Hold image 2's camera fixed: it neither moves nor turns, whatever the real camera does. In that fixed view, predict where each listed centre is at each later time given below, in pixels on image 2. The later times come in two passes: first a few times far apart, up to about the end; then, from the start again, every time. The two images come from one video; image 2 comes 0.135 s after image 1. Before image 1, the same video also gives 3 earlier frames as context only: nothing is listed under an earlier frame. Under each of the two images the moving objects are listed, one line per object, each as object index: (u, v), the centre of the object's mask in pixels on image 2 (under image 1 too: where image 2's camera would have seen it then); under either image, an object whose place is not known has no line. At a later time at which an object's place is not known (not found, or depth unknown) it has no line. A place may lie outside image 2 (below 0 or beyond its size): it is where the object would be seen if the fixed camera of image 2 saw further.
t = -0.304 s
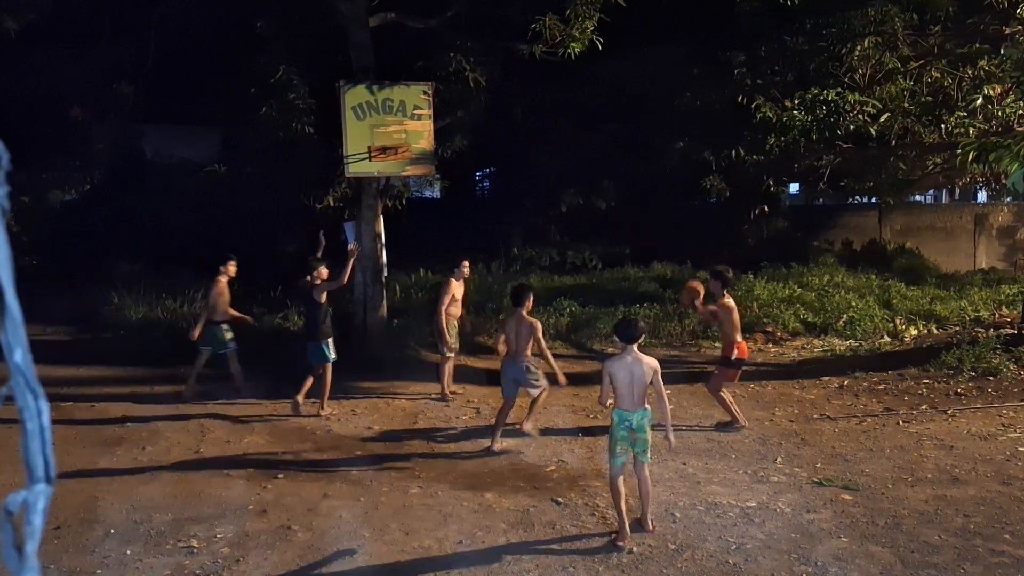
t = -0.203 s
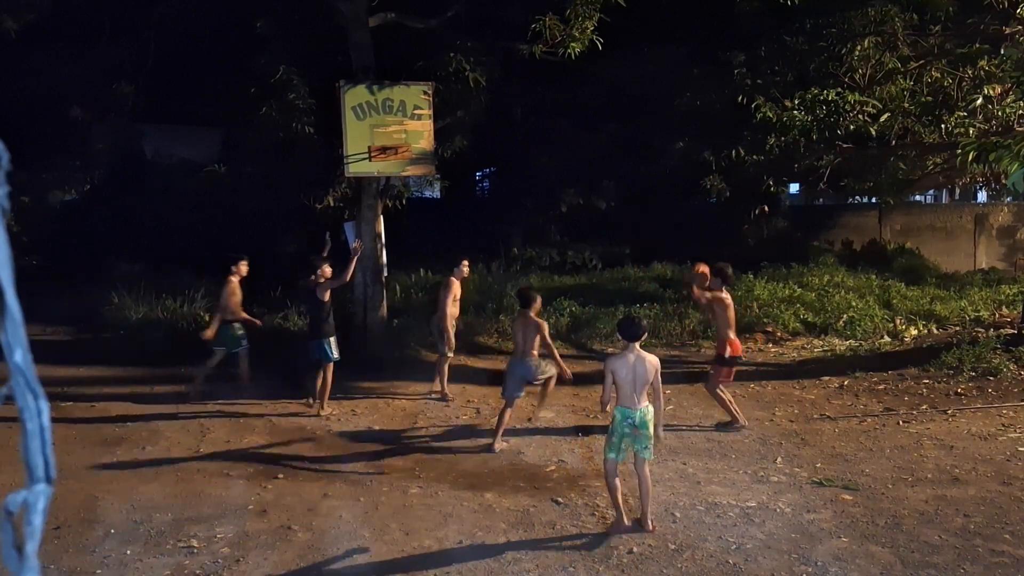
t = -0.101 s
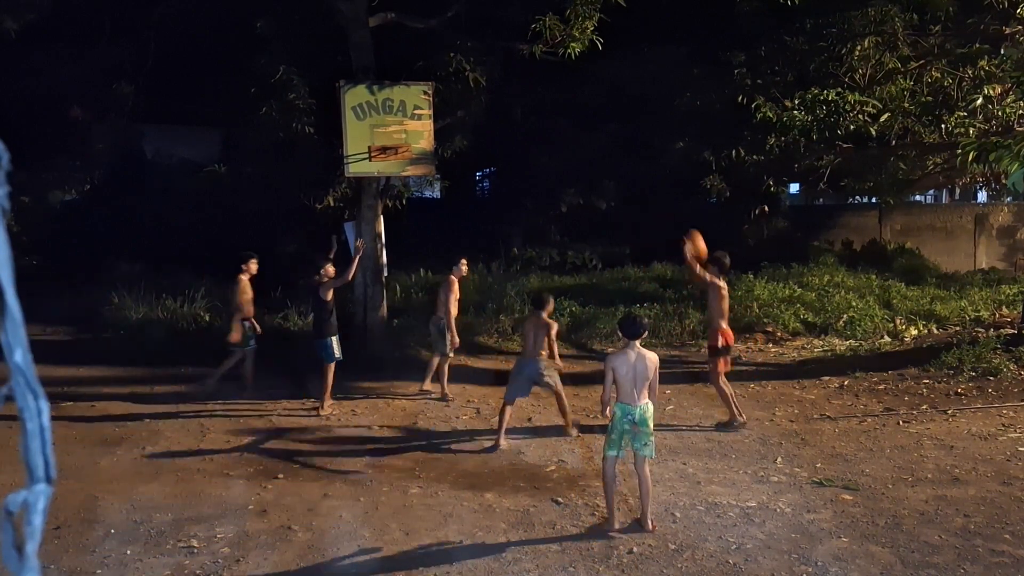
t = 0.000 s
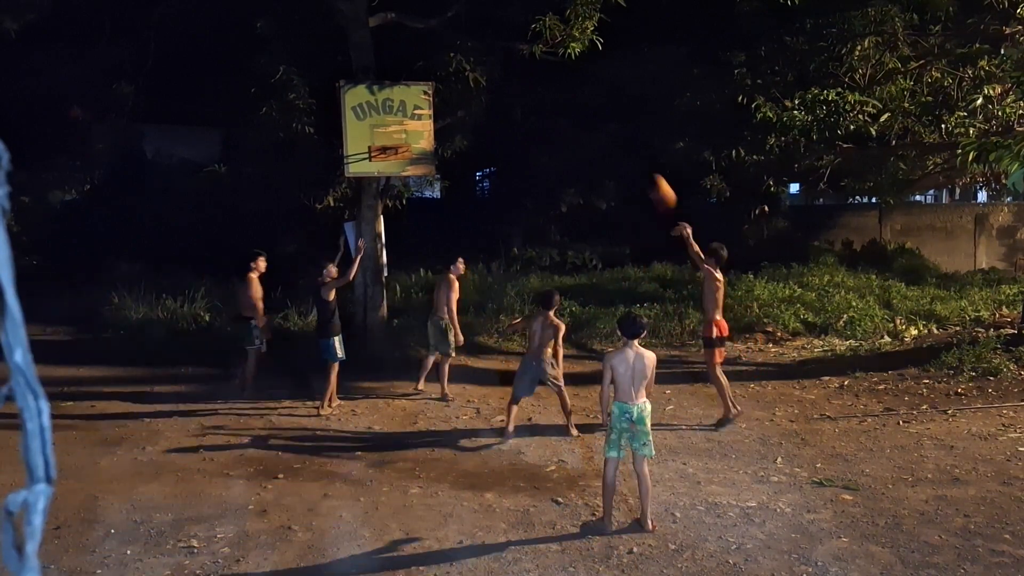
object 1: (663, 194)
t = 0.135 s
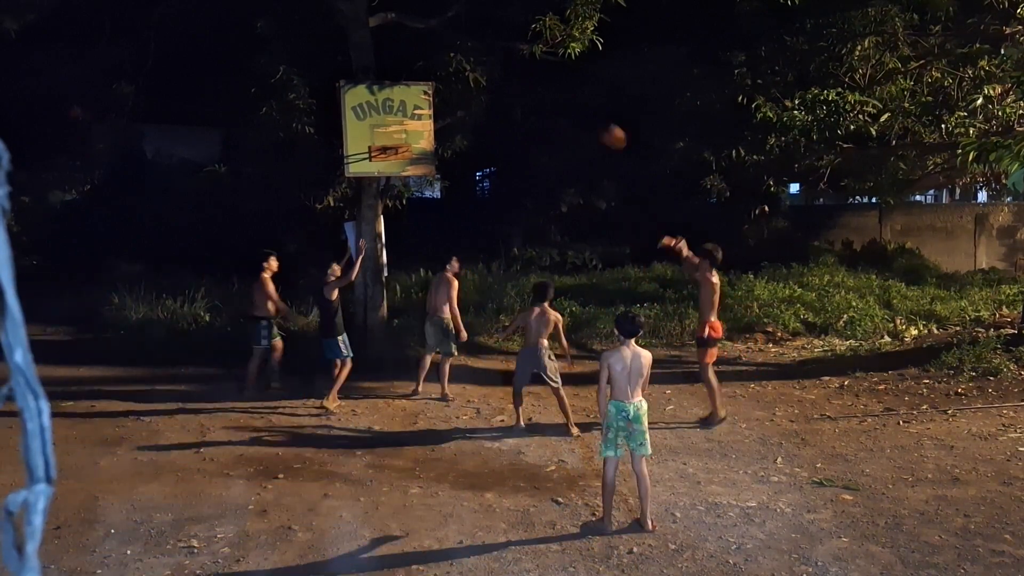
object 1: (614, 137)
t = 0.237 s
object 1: (580, 105)
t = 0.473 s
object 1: (510, 75)
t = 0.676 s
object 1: (457, 87)
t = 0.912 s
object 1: (401, 138)
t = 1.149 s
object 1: (361, 111)
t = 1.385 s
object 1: (331, 117)
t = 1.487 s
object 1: (317, 134)
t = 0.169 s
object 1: (601, 125)
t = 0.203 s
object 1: (591, 114)
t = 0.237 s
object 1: (580, 105)
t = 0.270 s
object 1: (570, 98)
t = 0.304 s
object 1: (559, 91)
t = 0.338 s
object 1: (549, 86)
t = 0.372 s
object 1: (539, 81)
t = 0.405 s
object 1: (529, 78)
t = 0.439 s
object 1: (519, 76)
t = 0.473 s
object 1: (510, 75)
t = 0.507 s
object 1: (501, 75)
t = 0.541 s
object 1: (491, 75)
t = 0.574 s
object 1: (483, 77)
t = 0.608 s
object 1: (475, 79)
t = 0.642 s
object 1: (466, 83)
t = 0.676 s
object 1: (457, 87)
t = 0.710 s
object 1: (449, 92)
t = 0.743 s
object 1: (441, 99)
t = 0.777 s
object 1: (434, 105)
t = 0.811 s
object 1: (426, 114)
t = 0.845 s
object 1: (417, 122)
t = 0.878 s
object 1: (407, 131)
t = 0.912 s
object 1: (401, 138)
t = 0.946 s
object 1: (397, 134)
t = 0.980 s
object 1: (389, 128)
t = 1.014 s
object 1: (384, 124)
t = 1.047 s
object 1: (377, 119)
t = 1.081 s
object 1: (373, 115)
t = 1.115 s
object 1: (367, 112)
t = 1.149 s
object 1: (361, 111)
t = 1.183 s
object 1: (356, 109)
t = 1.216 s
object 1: (352, 108)
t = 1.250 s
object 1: (348, 109)
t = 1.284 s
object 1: (344, 111)
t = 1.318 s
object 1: (340, 111)
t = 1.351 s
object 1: (335, 114)
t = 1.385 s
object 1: (331, 117)
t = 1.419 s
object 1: (326, 123)
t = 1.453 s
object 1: (321, 128)
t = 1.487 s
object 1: (317, 134)
